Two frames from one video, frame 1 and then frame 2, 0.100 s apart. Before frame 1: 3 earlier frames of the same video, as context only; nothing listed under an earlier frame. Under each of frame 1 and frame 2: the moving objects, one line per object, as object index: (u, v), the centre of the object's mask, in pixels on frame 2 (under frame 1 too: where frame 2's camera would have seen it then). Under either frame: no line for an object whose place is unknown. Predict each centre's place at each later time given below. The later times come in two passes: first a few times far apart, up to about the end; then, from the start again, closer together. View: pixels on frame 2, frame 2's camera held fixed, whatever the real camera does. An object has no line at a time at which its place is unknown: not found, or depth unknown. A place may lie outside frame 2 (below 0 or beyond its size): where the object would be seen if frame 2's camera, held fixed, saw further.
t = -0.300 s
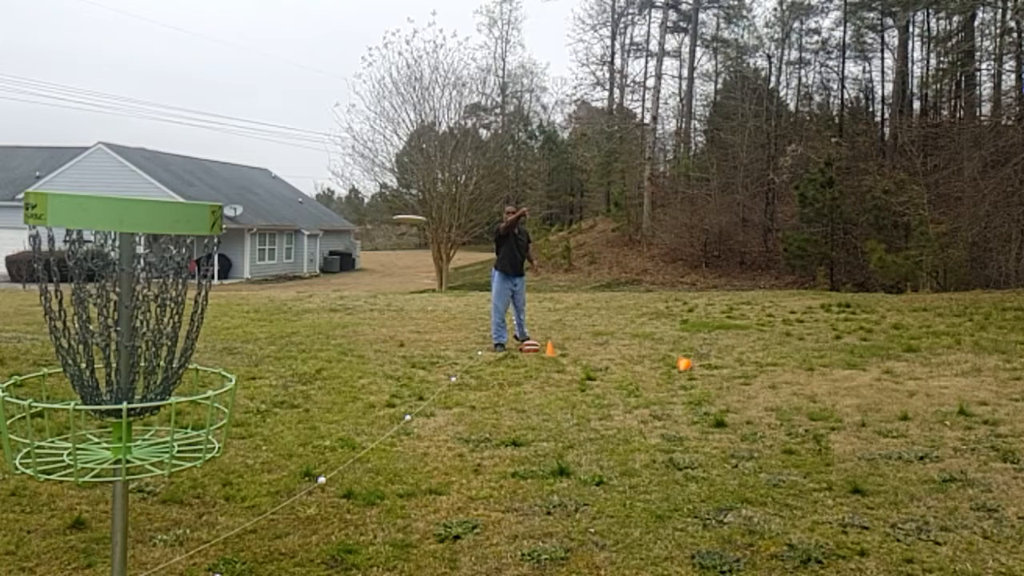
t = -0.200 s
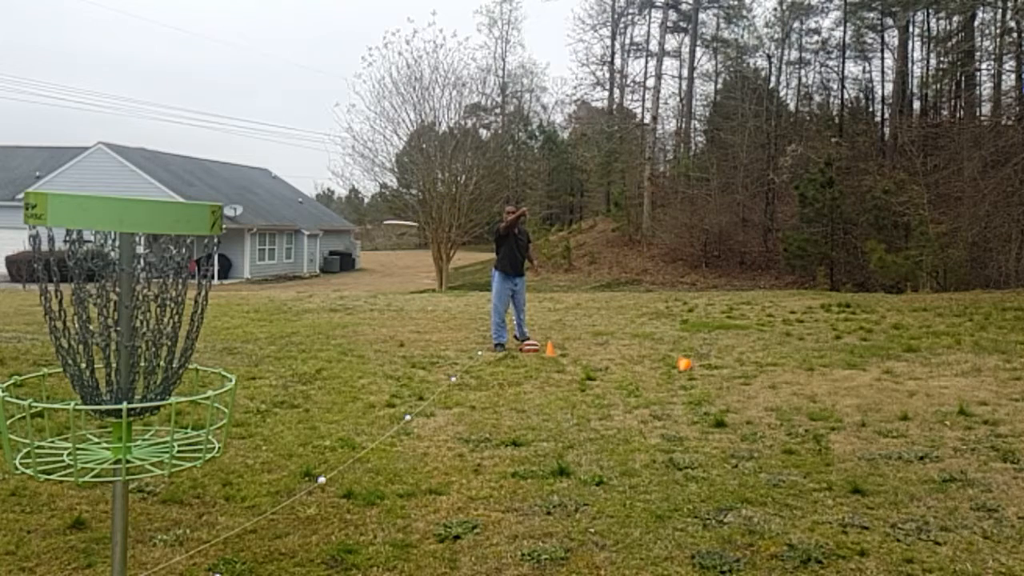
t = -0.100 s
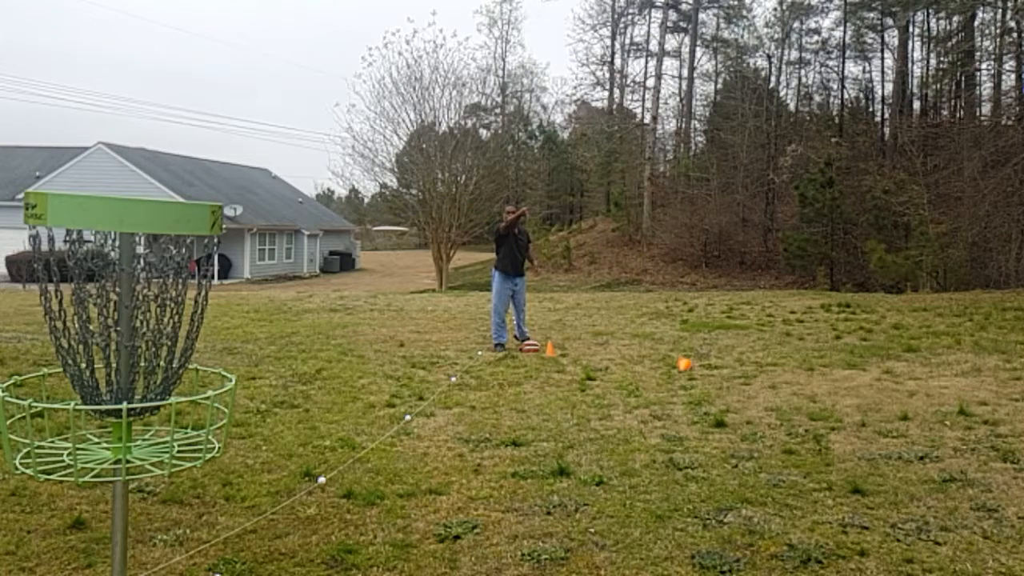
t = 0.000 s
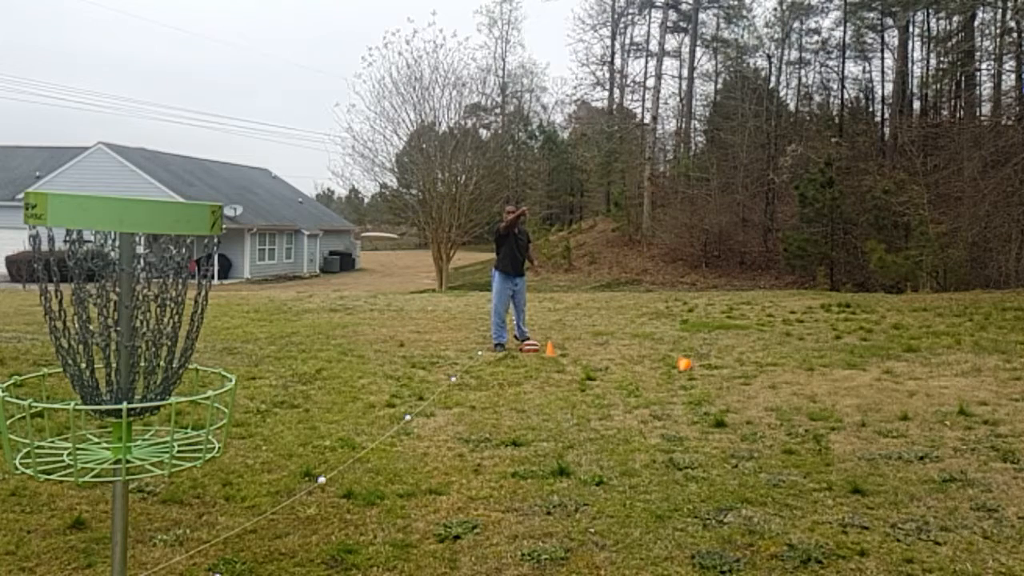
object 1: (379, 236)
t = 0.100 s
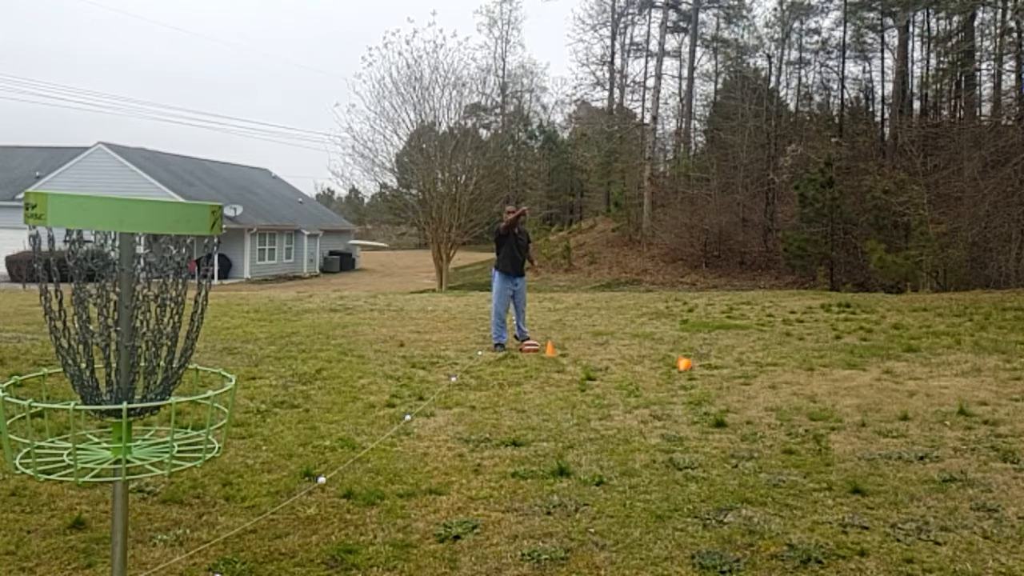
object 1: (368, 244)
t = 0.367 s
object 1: (331, 271)
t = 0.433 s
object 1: (319, 279)
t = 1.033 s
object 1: (197, 385)
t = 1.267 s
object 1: (176, 389)
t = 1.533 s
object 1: (187, 376)
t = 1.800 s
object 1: (197, 377)
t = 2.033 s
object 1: (184, 387)
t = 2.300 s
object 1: (173, 409)
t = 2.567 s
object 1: (171, 420)
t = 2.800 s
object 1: (175, 430)
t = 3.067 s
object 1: (176, 439)
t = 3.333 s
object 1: (170, 445)
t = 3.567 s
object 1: (169, 443)
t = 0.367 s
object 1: (331, 271)
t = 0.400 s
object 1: (326, 275)
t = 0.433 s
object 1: (319, 279)
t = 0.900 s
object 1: (221, 366)
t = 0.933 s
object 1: (213, 373)
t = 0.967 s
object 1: (208, 378)
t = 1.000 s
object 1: (201, 382)
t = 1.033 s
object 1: (197, 385)
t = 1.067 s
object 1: (199, 386)
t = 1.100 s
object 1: (188, 393)
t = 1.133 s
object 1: (180, 401)
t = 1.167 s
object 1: (175, 401)
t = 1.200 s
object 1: (174, 398)
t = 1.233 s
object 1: (174, 393)
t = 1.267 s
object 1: (176, 389)
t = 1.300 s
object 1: (176, 386)
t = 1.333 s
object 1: (177, 384)
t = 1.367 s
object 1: (178, 382)
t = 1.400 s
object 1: (180, 380)
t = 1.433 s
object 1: (182, 379)
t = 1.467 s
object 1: (184, 378)
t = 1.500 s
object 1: (185, 377)
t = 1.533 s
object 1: (187, 376)
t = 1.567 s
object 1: (189, 375)
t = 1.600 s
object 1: (191, 375)
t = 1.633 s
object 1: (193, 375)
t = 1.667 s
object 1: (195, 375)
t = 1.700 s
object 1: (197, 376)
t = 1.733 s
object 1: (198, 376)
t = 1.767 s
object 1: (199, 377)
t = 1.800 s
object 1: (197, 377)
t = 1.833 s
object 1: (195, 378)
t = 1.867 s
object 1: (193, 379)
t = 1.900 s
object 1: (191, 380)
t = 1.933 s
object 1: (189, 382)
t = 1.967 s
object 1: (188, 383)
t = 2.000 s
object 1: (186, 385)
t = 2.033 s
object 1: (184, 387)
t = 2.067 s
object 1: (183, 389)
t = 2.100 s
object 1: (181, 391)
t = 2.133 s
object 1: (180, 394)
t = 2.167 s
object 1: (179, 397)
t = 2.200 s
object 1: (177, 400)
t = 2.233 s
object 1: (176, 403)
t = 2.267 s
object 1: (174, 406)
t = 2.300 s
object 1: (173, 409)
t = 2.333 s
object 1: (172, 413)
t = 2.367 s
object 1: (170, 417)
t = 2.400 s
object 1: (170, 417)
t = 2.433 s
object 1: (170, 417)
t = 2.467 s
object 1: (170, 418)
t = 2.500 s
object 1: (170, 418)
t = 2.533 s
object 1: (171, 419)
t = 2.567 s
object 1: (171, 420)
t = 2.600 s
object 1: (172, 421)
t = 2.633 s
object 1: (172, 422)
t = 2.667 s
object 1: (172, 423)
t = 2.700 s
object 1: (174, 427)
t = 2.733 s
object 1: (174, 428)
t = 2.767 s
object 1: (175, 429)
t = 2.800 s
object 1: (175, 430)
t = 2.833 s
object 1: (176, 430)
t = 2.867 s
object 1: (176, 431)
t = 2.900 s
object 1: (177, 432)
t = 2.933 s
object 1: (178, 434)
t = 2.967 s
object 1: (180, 436)
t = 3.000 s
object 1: (180, 437)
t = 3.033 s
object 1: (177, 438)
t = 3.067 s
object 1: (176, 439)
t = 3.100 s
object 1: (175, 441)
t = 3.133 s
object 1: (174, 442)
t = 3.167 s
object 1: (176, 443)
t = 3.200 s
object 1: (175, 443)
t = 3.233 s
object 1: (173, 444)
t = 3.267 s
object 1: (172, 444)
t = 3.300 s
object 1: (171, 445)
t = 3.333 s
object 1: (170, 445)
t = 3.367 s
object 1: (169, 445)
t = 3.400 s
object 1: (169, 444)
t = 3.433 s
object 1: (169, 444)
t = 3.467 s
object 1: (169, 443)
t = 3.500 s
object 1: (169, 442)
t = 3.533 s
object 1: (170, 443)
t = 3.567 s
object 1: (169, 443)
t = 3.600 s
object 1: (168, 444)
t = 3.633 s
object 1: (168, 444)
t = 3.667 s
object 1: (166, 445)
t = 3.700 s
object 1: (165, 446)
